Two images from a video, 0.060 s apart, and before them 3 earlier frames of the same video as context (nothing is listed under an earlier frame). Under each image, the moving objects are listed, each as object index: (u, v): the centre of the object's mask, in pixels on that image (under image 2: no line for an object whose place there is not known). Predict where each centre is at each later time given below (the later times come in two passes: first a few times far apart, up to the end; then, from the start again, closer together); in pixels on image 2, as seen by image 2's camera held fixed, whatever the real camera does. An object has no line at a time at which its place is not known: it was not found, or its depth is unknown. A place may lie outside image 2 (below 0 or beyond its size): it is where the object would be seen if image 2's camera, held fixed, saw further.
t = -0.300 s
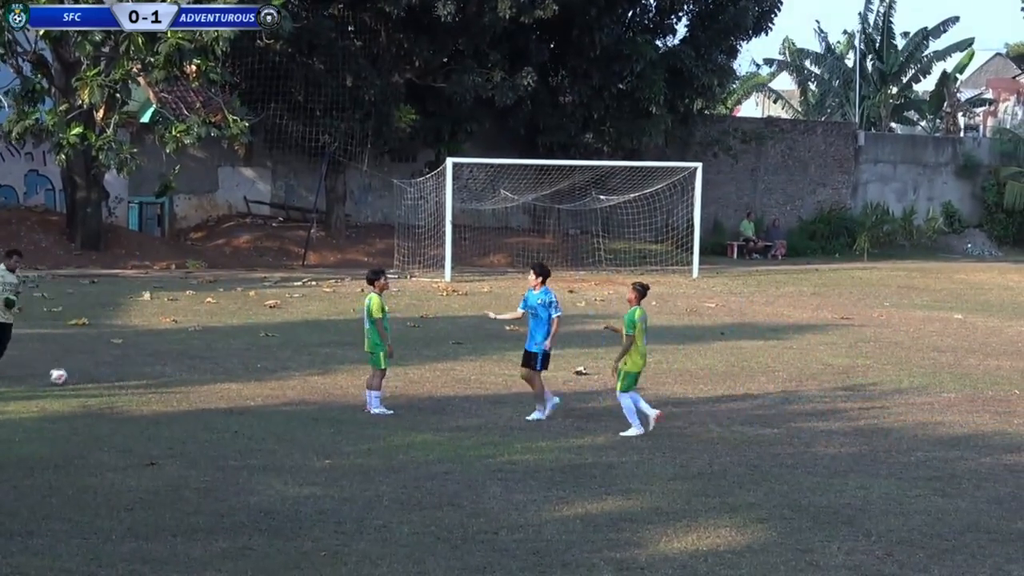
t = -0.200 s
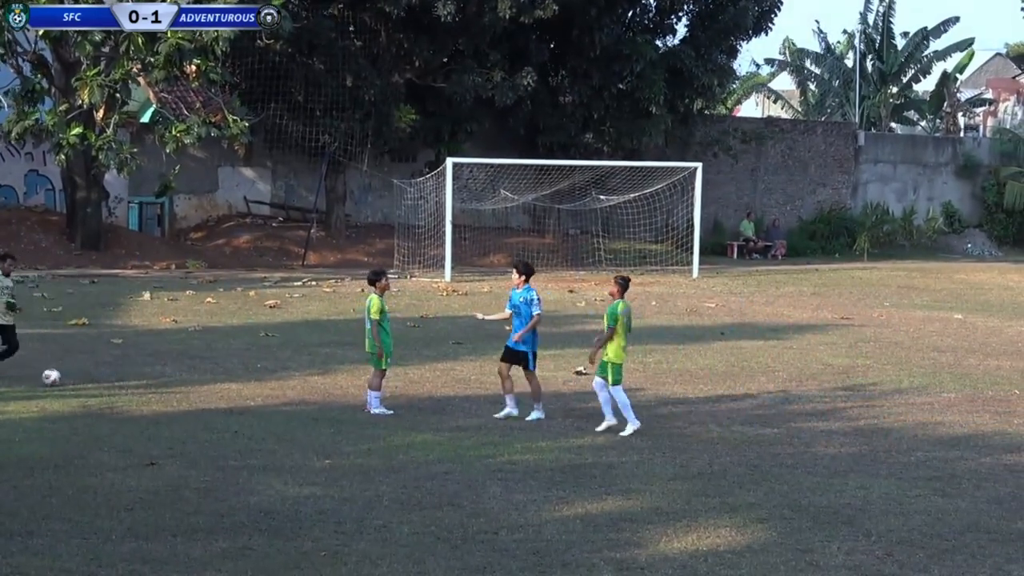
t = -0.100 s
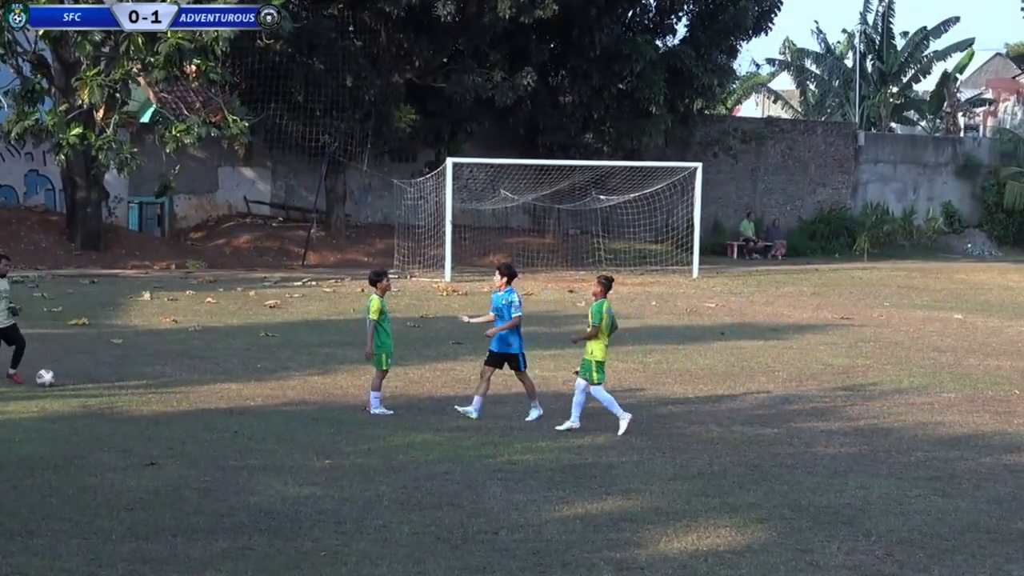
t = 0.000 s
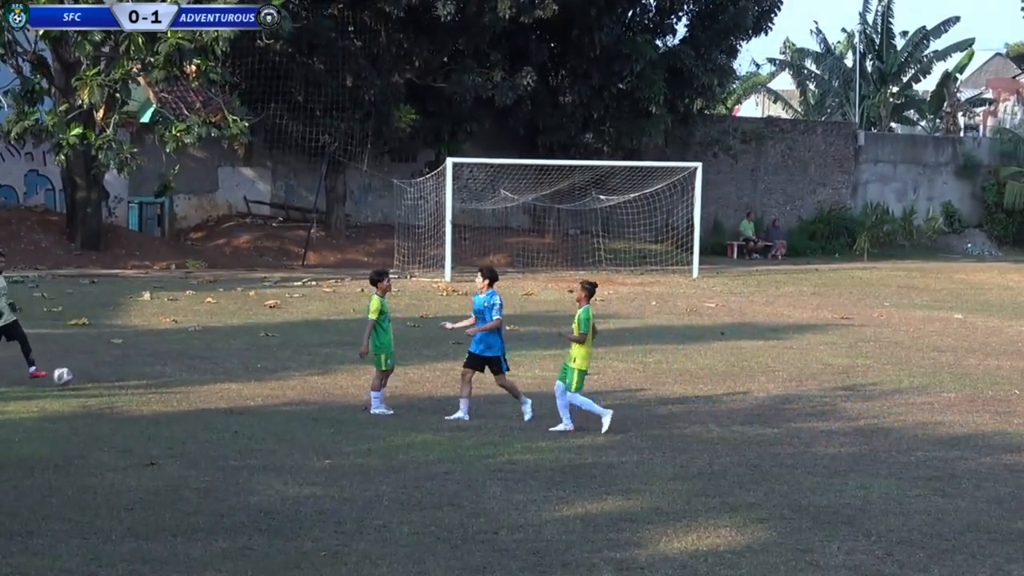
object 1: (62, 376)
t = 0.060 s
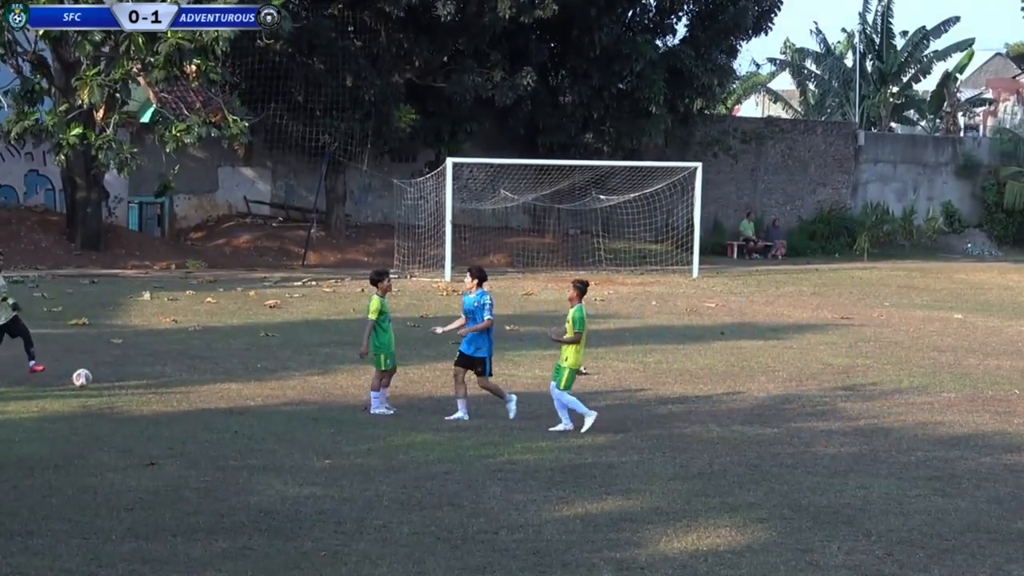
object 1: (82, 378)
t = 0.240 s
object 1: (135, 385)
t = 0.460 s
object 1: (185, 394)
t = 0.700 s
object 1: (228, 400)
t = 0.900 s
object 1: (263, 406)
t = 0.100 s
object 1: (95, 380)
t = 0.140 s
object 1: (108, 385)
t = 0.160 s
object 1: (115, 386)
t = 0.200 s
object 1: (125, 386)
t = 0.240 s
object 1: (135, 385)
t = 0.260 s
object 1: (140, 385)
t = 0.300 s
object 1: (149, 386)
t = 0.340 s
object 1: (160, 389)
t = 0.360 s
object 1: (164, 390)
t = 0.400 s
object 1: (174, 394)
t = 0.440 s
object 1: (181, 394)
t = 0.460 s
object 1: (185, 394)
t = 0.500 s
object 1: (192, 395)
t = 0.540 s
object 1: (199, 397)
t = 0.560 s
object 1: (202, 399)
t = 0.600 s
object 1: (210, 398)
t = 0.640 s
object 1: (219, 398)
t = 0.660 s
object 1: (221, 399)
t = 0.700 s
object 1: (228, 400)
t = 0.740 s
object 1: (235, 403)
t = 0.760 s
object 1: (238, 403)
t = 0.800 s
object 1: (245, 403)
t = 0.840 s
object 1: (252, 404)
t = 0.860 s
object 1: (255, 405)
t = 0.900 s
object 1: (263, 406)
